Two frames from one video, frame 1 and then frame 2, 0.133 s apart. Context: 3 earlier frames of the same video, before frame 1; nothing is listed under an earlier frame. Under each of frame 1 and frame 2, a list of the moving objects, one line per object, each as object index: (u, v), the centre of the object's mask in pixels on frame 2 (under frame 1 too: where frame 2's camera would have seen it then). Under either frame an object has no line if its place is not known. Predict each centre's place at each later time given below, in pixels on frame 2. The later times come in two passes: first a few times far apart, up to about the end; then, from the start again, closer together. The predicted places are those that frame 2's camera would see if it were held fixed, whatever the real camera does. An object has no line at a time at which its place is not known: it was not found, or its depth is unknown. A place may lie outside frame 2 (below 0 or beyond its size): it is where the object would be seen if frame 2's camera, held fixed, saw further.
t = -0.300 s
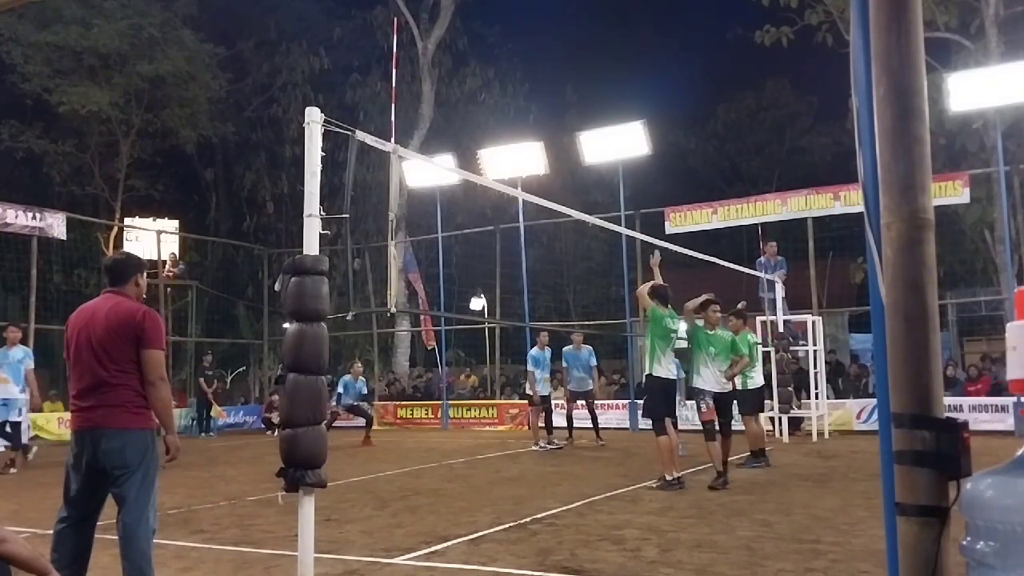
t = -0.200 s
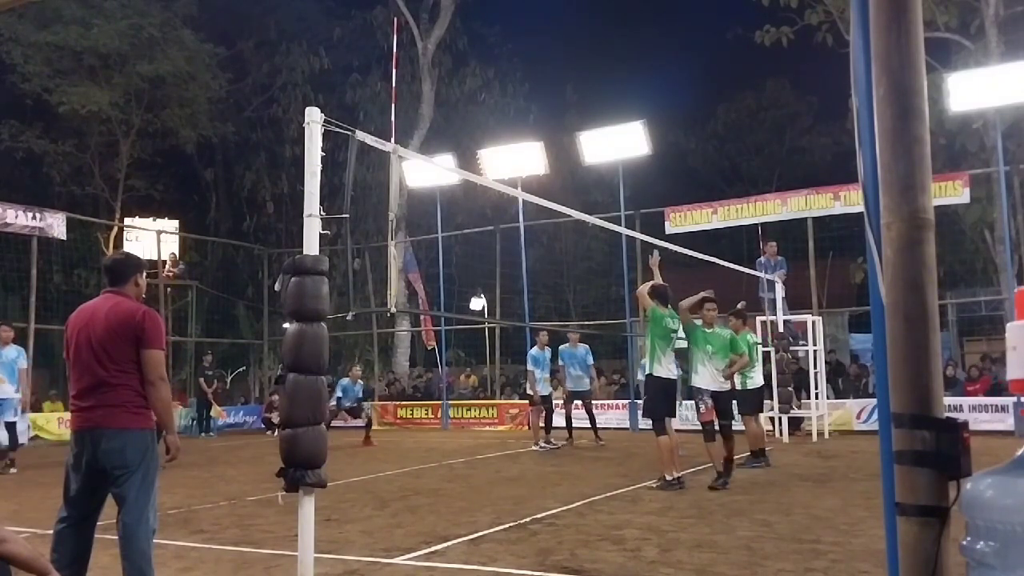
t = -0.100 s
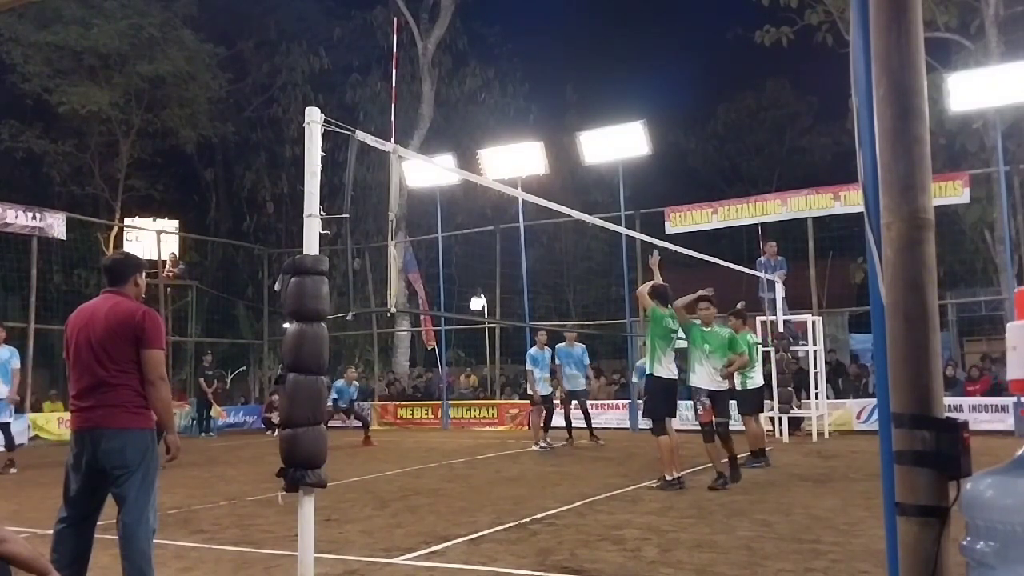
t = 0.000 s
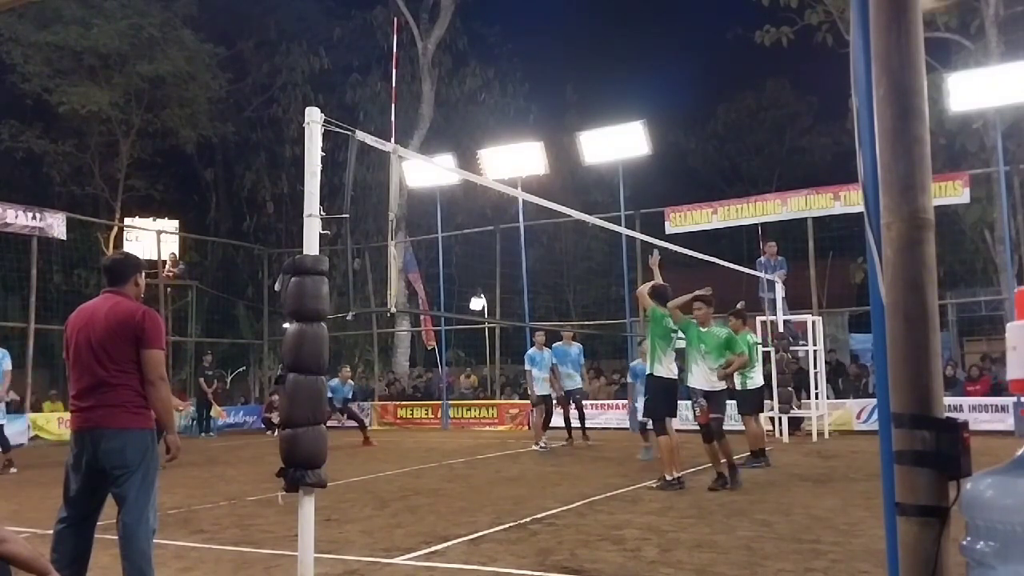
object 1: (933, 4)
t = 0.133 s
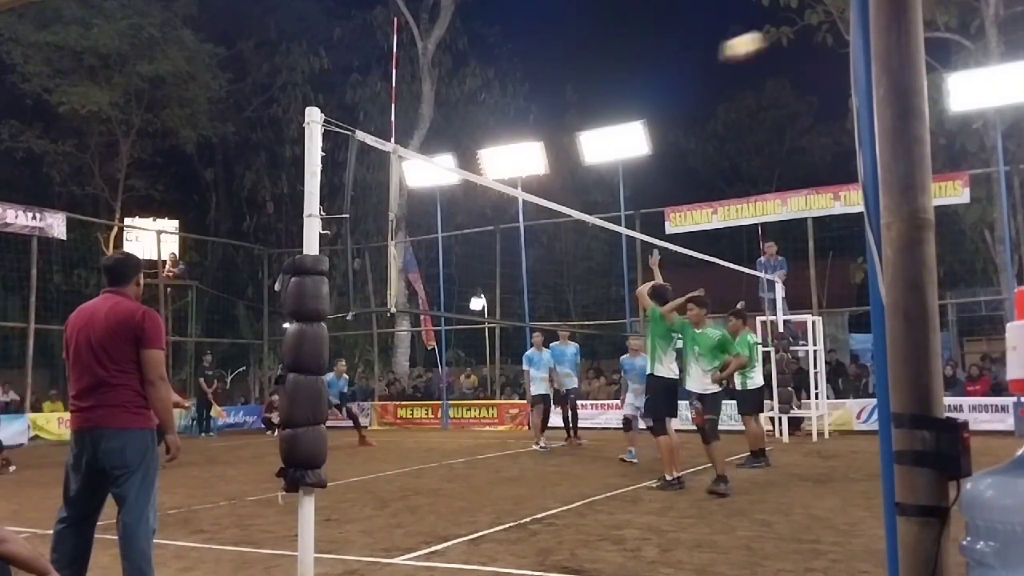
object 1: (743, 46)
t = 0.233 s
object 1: (627, 91)
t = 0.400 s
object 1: (474, 167)
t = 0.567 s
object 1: (337, 262)
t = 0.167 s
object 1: (702, 61)
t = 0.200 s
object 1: (664, 76)
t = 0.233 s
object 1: (627, 91)
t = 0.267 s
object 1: (592, 108)
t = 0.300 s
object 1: (559, 123)
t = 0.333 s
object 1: (530, 135)
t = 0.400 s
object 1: (474, 167)
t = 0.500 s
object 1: (388, 226)
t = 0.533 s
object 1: (365, 243)
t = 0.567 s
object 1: (337, 262)
